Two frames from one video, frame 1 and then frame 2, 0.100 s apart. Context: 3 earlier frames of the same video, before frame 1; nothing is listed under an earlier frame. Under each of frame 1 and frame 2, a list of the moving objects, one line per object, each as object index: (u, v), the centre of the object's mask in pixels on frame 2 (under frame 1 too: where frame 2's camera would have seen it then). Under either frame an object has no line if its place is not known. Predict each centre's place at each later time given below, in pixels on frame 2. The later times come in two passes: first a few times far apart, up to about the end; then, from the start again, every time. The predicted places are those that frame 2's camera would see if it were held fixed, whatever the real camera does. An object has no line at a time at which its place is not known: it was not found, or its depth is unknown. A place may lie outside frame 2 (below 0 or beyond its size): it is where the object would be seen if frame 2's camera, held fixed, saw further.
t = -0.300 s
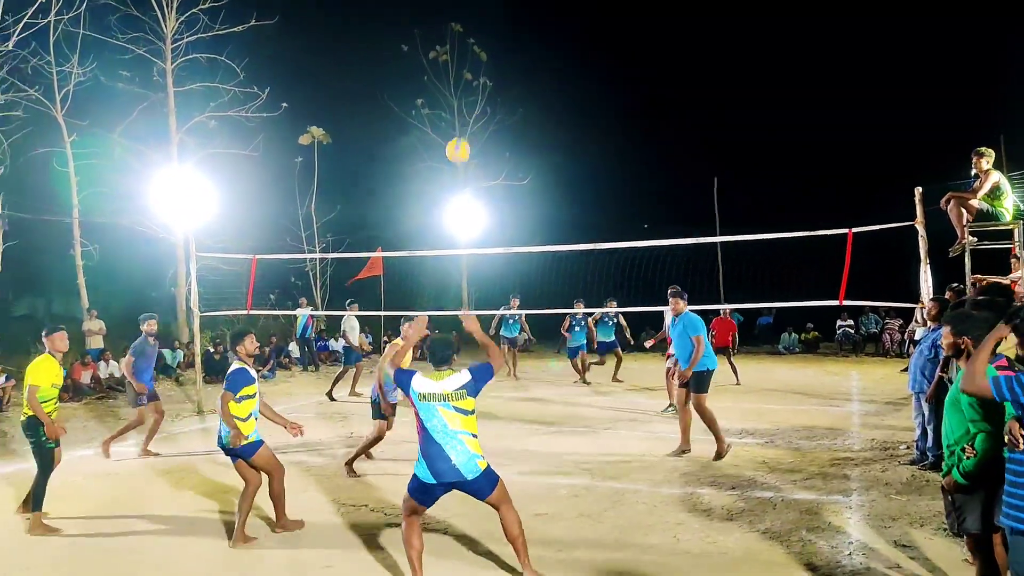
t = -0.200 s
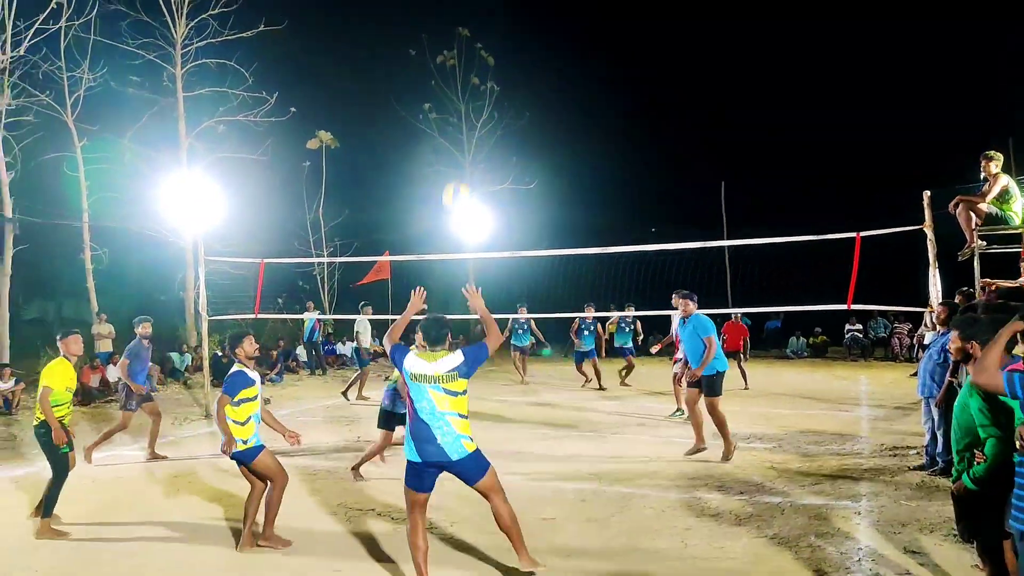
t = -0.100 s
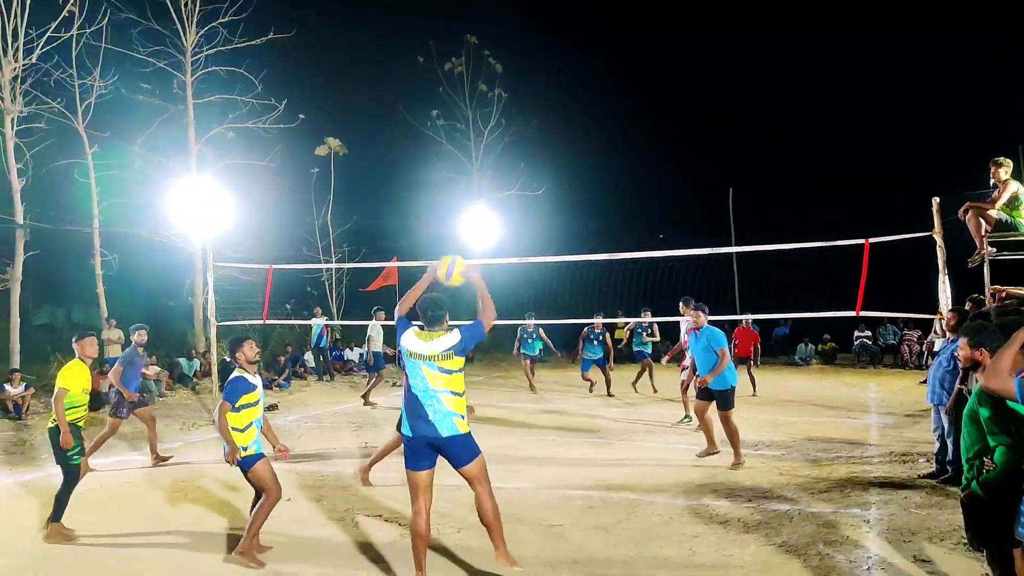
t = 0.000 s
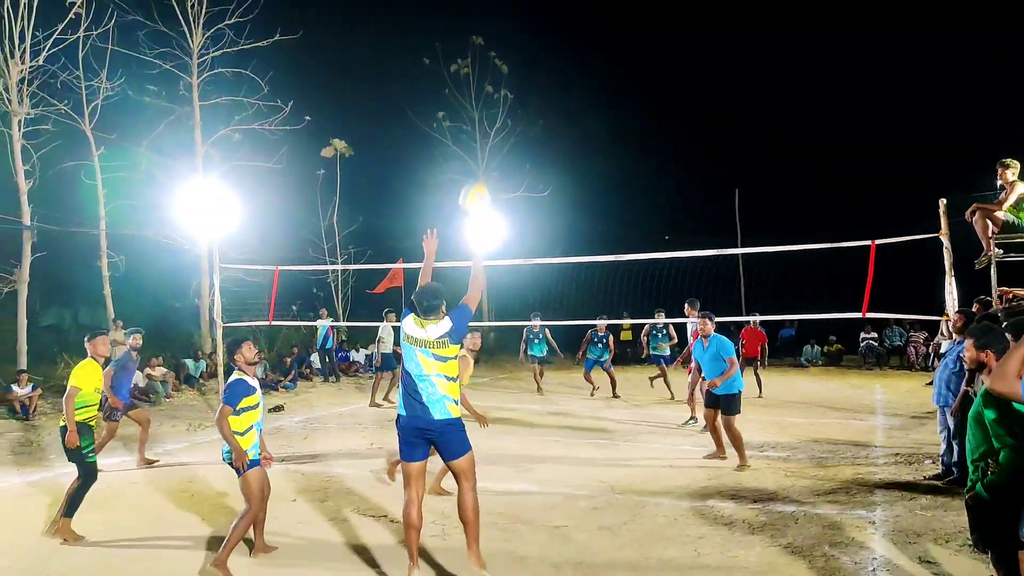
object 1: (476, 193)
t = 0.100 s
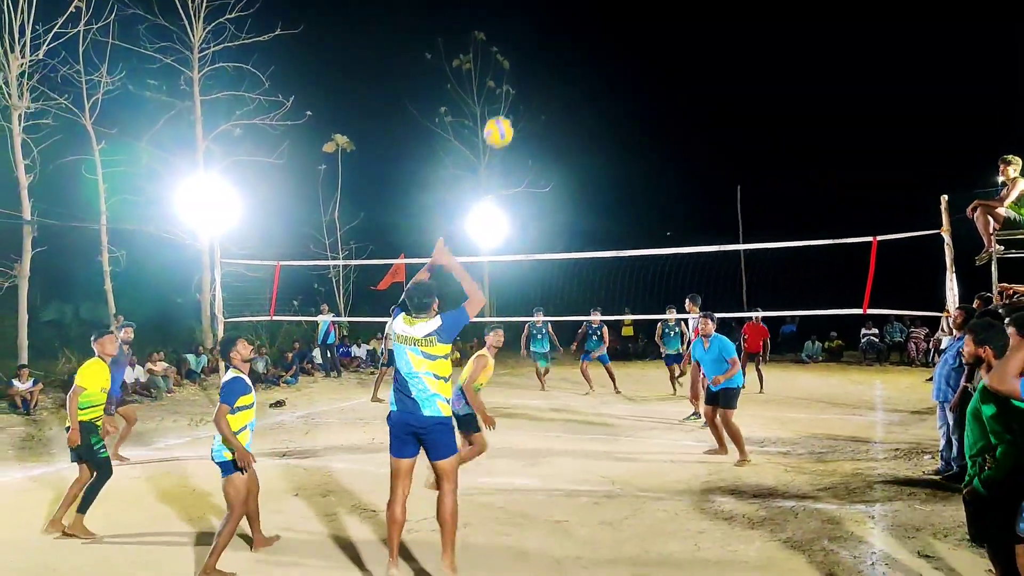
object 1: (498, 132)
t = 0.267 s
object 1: (530, 72)
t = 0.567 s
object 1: (574, 59)
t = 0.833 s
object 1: (604, 119)
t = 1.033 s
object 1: (623, 197)
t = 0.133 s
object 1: (505, 116)
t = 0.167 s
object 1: (512, 102)
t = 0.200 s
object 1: (518, 91)
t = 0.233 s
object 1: (524, 81)
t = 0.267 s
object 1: (530, 72)
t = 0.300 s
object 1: (536, 65)
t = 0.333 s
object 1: (541, 60)
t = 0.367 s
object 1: (546, 56)
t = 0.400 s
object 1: (551, 54)
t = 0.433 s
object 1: (556, 52)
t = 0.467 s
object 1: (561, 52)
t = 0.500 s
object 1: (565, 53)
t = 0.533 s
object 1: (570, 55)
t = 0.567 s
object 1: (574, 59)
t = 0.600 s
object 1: (578, 64)
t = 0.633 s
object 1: (583, 69)
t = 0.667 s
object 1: (586, 75)
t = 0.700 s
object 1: (590, 82)
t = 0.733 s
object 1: (593, 90)
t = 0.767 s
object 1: (597, 99)
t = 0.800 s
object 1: (600, 109)
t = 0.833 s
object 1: (604, 119)
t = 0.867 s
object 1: (607, 131)
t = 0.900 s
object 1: (611, 143)
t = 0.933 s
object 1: (614, 155)
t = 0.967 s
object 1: (617, 169)
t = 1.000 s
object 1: (620, 182)
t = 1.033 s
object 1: (623, 197)
